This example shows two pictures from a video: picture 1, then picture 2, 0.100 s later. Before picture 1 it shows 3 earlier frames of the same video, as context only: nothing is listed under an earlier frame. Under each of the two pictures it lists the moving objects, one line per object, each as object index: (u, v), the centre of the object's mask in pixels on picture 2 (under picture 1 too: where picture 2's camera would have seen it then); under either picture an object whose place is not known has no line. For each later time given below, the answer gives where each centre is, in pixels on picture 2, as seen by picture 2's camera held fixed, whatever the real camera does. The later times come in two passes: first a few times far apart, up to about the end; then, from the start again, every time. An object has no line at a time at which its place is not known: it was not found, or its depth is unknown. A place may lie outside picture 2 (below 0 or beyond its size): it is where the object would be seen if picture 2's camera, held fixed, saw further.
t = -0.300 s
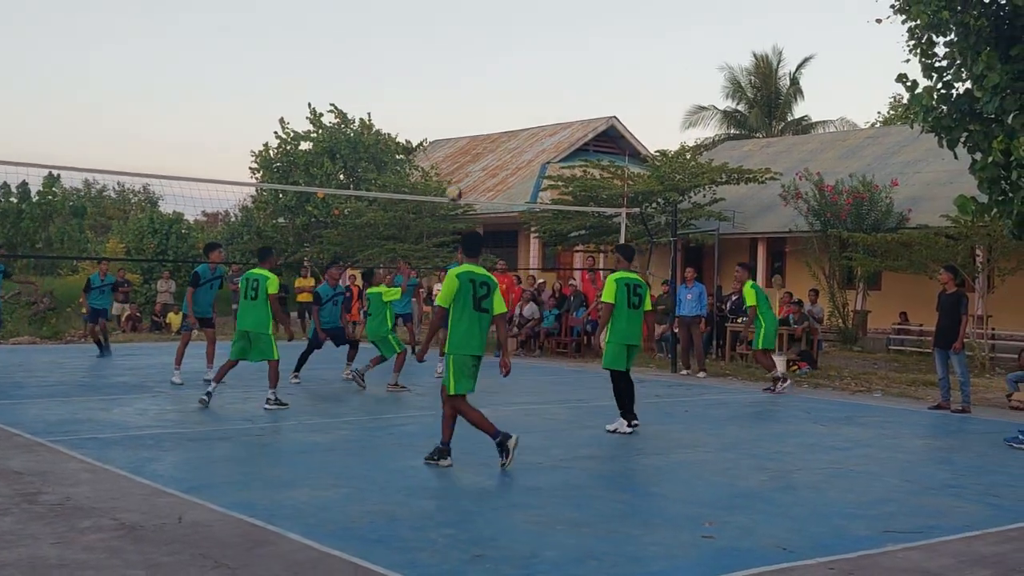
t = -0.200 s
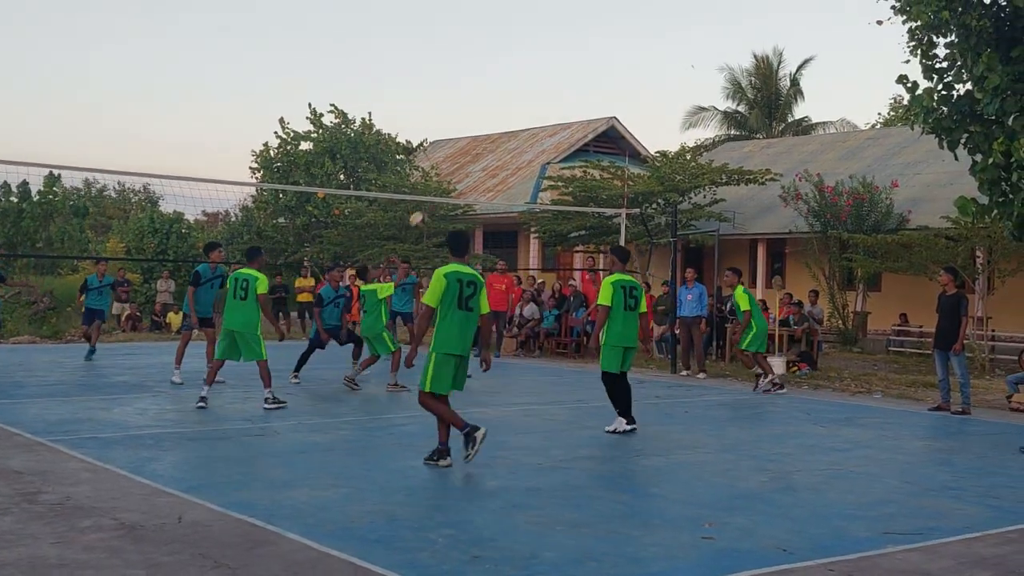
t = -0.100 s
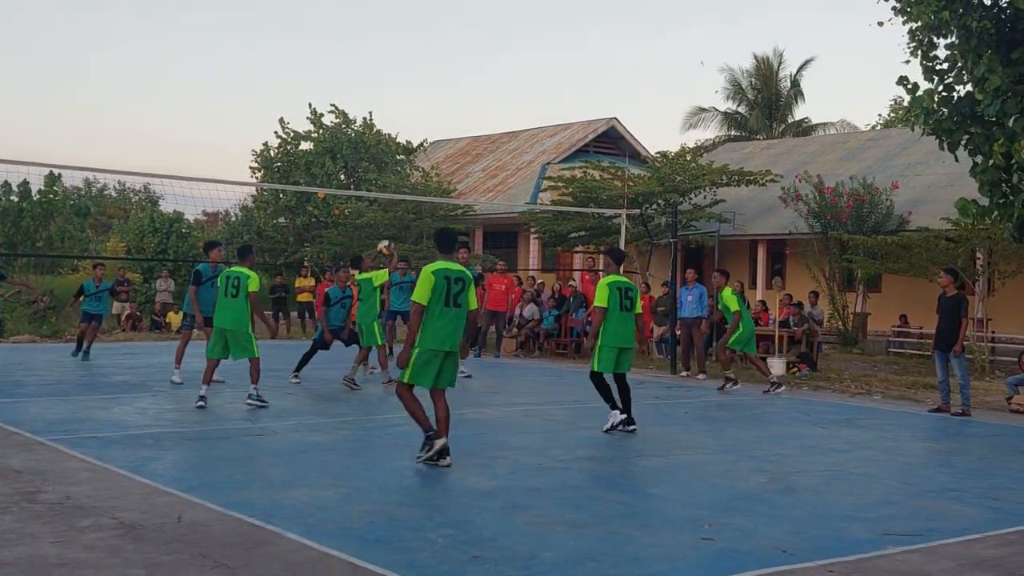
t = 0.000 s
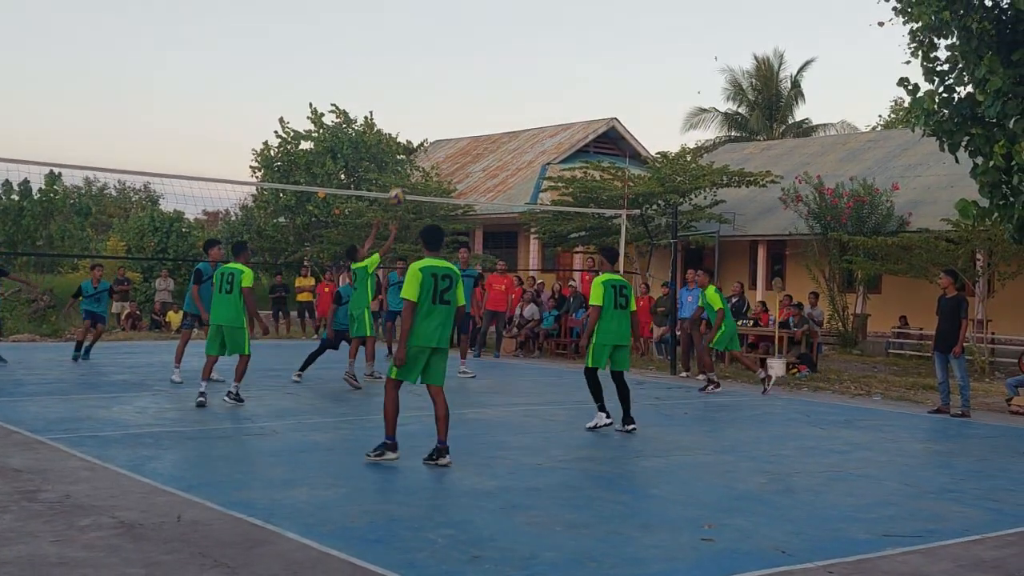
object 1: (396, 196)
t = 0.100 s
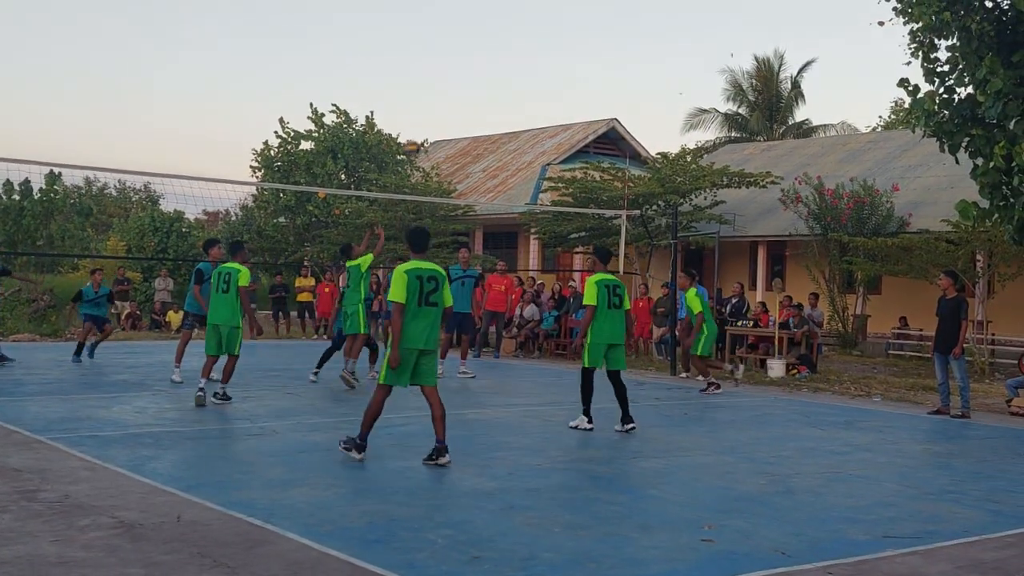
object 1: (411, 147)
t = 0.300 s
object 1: (437, 76)
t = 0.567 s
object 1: (467, 34)
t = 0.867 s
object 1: (496, 51)
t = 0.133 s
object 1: (416, 134)
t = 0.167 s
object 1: (420, 120)
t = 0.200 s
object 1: (424, 108)
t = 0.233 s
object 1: (429, 96)
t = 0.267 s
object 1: (433, 86)
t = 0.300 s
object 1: (437, 76)
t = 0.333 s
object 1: (441, 68)
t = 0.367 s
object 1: (445, 60)
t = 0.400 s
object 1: (449, 54)
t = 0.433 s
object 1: (453, 48)
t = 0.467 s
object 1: (456, 43)
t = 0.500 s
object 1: (460, 39)
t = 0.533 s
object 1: (463, 36)
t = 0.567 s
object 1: (467, 34)
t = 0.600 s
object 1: (471, 33)
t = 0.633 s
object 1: (474, 32)
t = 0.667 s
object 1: (477, 32)
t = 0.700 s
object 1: (480, 34)
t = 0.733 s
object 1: (484, 35)
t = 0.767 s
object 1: (487, 38)
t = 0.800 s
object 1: (490, 42)
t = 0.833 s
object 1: (493, 46)
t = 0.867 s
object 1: (496, 51)
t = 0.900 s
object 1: (499, 57)
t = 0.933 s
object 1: (502, 64)
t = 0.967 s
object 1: (505, 72)
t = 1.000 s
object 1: (507, 80)
